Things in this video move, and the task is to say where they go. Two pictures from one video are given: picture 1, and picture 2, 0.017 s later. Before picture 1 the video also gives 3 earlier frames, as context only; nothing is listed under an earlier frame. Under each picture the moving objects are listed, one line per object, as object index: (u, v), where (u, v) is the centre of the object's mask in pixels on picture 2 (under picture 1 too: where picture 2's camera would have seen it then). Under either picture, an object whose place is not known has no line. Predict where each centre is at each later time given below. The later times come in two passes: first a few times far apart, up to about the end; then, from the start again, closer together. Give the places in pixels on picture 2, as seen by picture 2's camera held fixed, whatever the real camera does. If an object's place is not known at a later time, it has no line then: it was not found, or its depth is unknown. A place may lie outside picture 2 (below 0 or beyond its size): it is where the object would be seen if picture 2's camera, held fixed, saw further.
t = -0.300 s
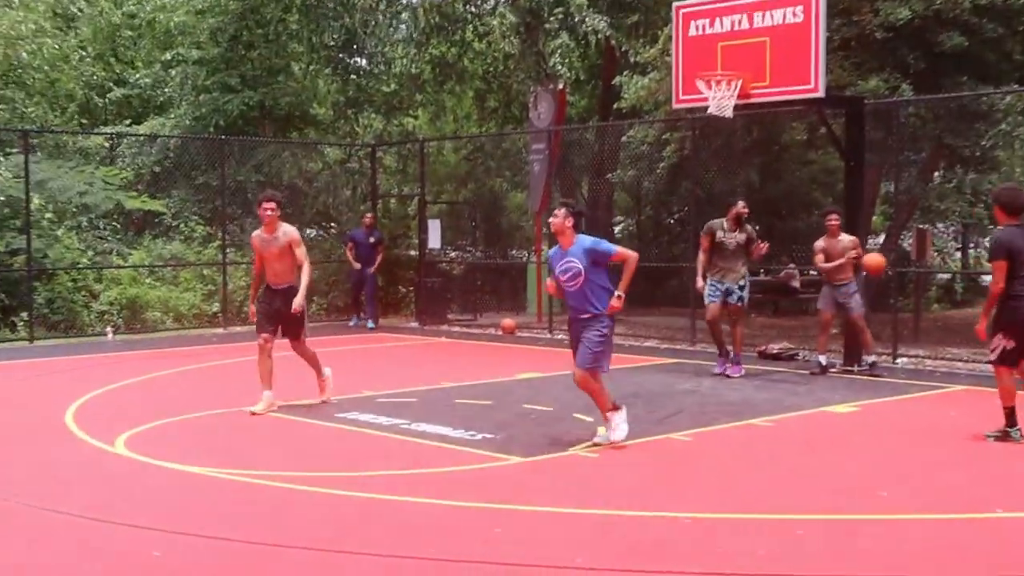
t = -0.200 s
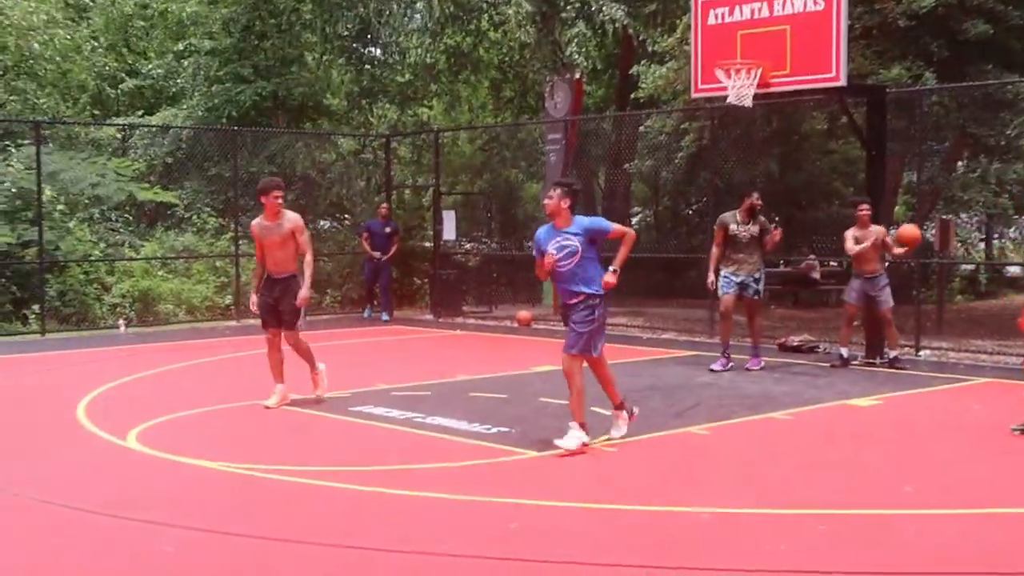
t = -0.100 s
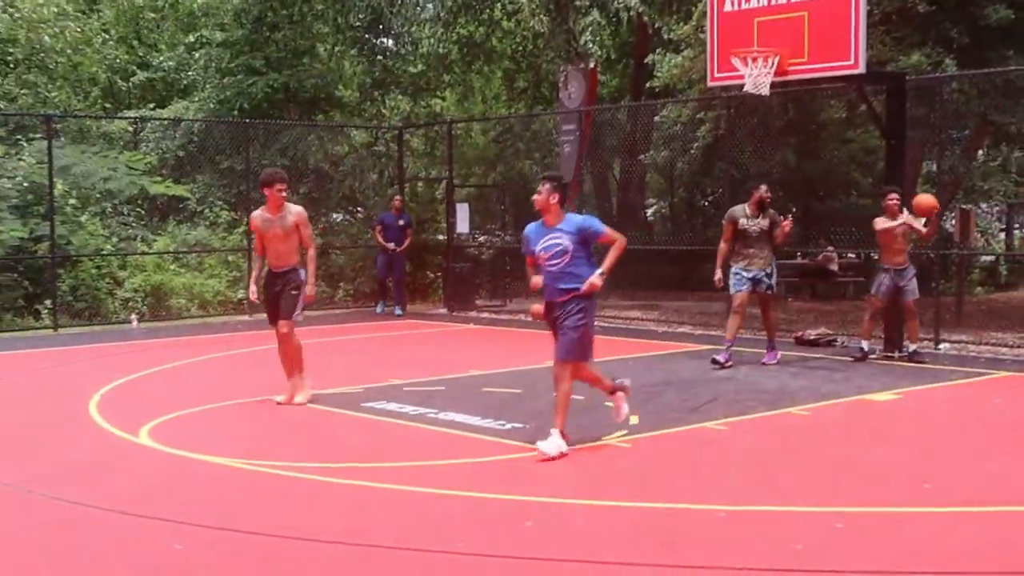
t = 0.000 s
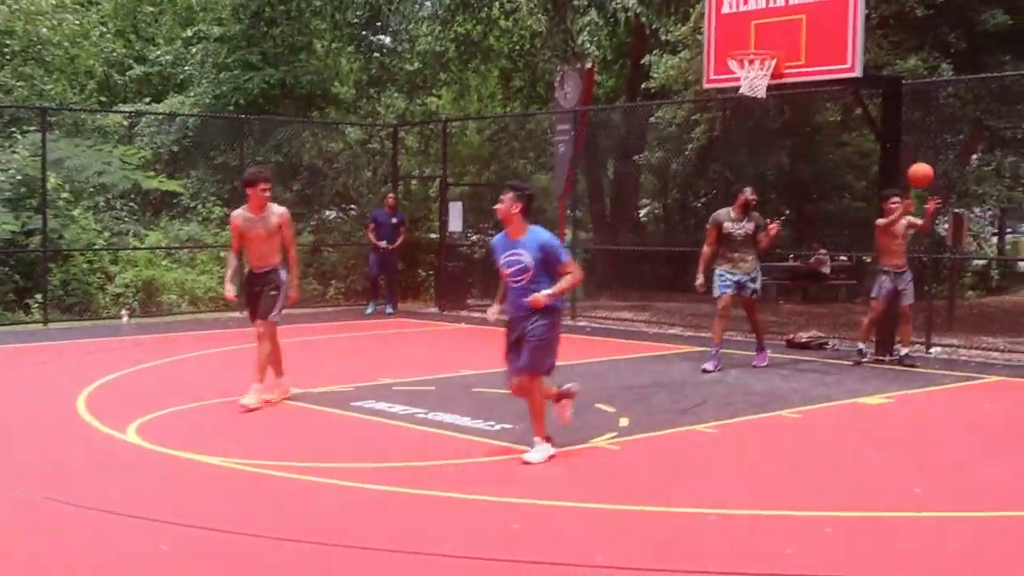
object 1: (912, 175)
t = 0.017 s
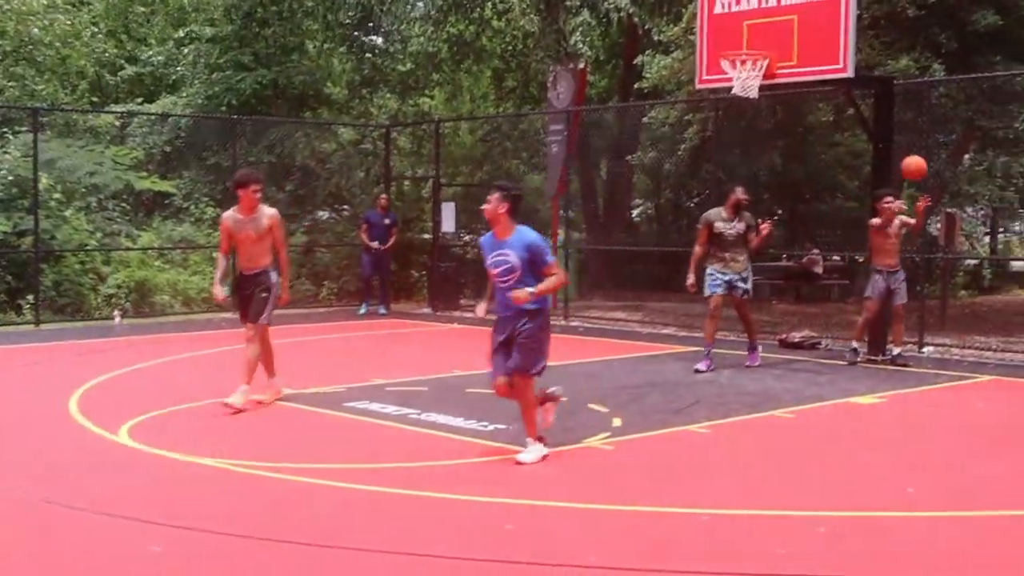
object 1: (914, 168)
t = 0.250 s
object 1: (934, 92)
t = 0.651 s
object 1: (973, 87)
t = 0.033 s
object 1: (915, 161)
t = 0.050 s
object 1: (917, 154)
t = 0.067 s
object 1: (918, 148)
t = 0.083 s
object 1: (920, 141)
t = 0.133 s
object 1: (924, 123)
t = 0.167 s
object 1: (927, 113)
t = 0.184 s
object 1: (928, 108)
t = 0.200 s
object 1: (929, 104)
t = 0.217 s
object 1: (931, 100)
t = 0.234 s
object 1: (933, 96)
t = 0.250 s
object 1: (934, 92)
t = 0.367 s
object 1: (946, 70)
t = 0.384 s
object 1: (948, 68)
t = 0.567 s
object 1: (965, 70)
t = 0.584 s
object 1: (966, 72)
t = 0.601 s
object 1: (967, 75)
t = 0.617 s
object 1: (969, 79)
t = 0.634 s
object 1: (970, 82)
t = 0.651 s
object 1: (973, 87)
